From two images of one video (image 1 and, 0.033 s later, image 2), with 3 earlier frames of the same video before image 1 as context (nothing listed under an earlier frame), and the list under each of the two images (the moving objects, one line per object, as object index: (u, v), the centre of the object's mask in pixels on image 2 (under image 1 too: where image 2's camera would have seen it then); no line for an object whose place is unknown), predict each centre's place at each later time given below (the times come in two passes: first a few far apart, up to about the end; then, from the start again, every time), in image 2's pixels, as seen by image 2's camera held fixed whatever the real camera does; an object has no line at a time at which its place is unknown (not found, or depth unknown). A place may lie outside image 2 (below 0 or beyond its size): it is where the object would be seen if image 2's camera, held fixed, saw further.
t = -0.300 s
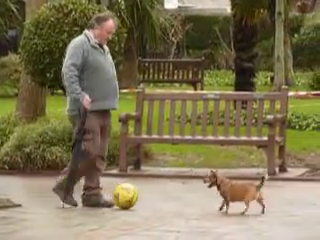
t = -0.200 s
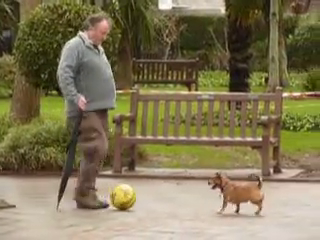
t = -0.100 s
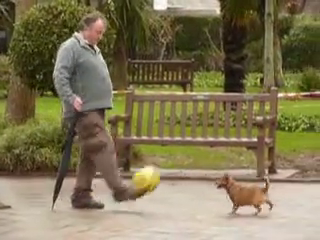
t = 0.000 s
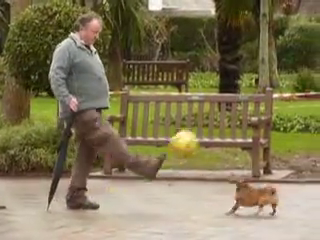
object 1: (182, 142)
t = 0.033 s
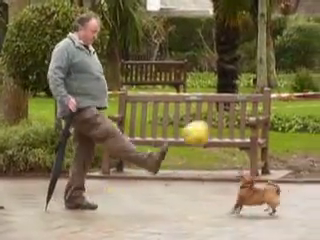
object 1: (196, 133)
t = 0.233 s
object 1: (280, 101)
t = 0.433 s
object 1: (363, 113)
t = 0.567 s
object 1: (420, 149)
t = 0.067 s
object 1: (210, 125)
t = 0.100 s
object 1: (224, 117)
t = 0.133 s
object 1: (238, 112)
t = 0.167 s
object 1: (251, 108)
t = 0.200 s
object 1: (266, 104)
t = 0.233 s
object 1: (280, 101)
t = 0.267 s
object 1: (293, 100)
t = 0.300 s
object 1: (307, 101)
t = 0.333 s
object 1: (321, 102)
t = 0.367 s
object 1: (335, 104)
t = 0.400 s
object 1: (349, 108)
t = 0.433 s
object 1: (363, 113)
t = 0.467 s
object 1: (377, 121)
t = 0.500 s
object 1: (392, 129)
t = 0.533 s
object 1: (406, 138)
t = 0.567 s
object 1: (420, 149)
